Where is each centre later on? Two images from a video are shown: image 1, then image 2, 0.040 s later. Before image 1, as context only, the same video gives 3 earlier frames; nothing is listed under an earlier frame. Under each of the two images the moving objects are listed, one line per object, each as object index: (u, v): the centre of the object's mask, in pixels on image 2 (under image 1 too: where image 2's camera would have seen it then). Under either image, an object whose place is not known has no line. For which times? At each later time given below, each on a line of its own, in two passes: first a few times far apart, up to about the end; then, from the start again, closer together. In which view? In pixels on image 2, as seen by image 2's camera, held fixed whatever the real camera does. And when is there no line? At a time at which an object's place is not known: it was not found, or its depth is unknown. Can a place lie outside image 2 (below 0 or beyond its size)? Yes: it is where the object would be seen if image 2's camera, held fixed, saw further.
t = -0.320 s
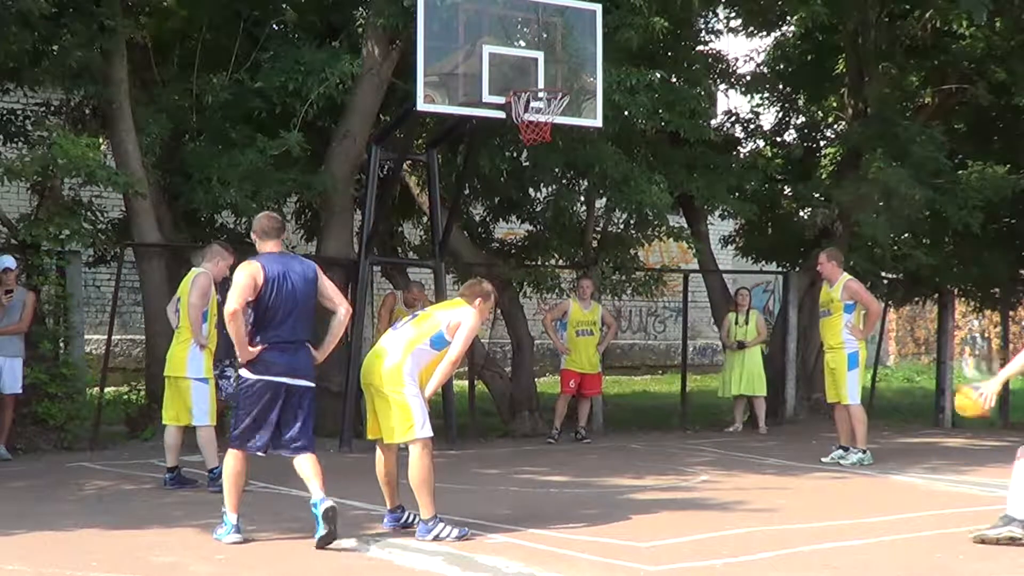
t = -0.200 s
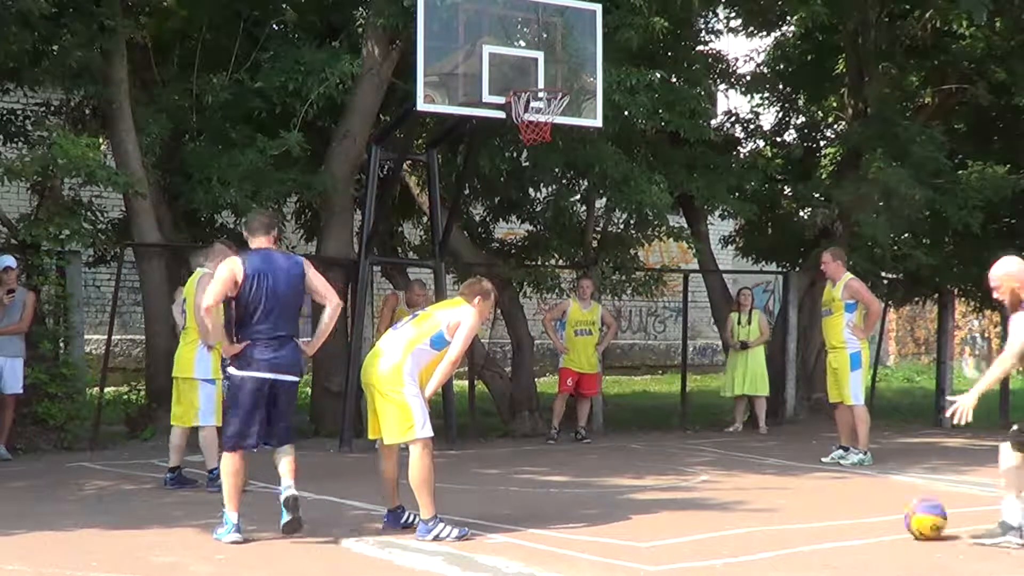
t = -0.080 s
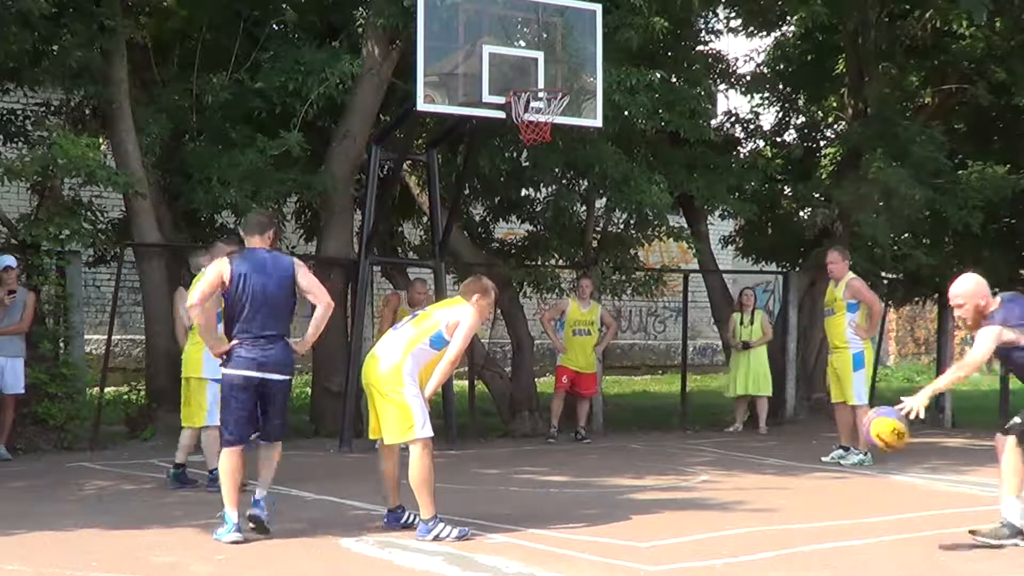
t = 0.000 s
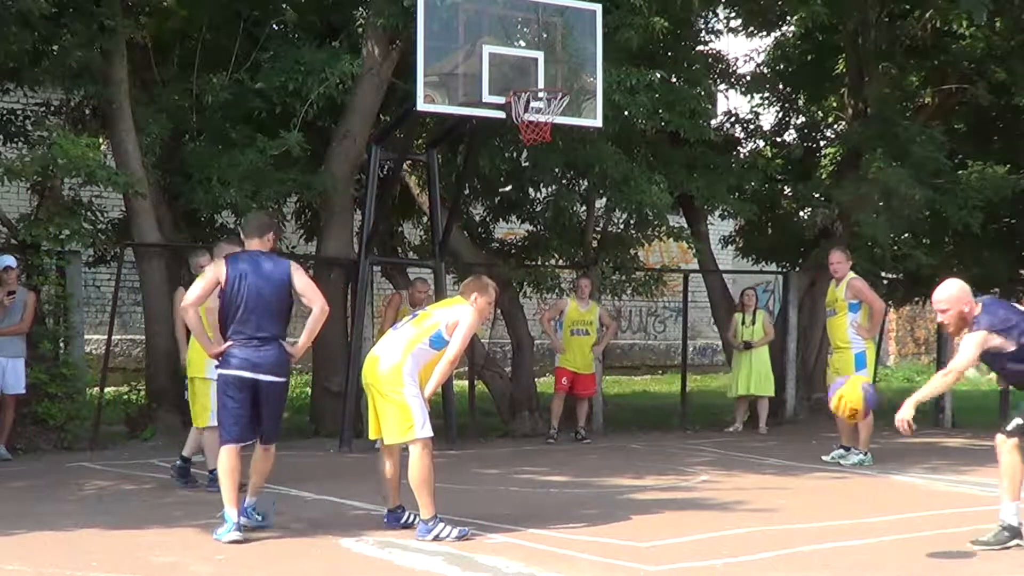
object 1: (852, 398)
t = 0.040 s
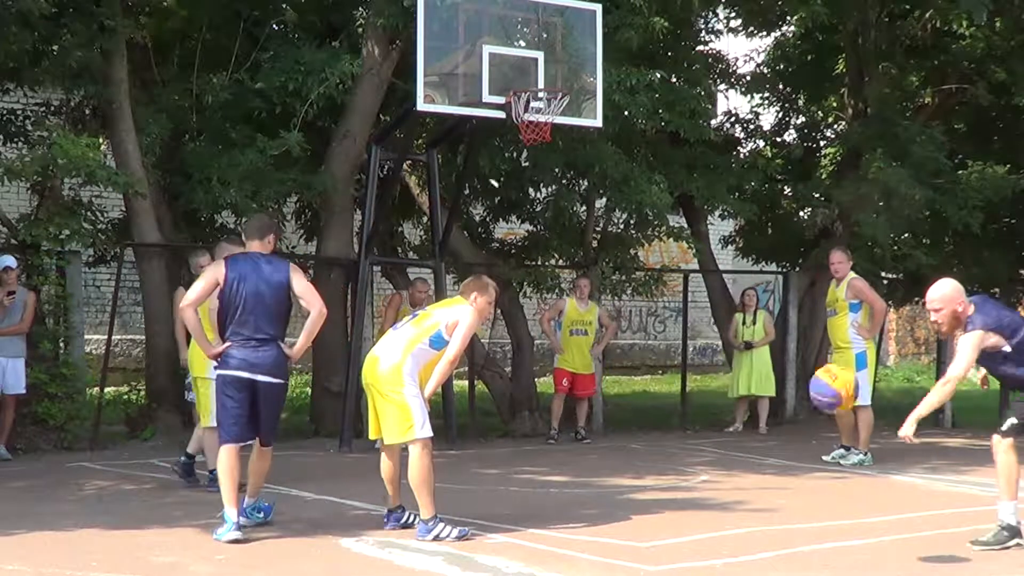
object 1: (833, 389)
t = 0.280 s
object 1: (710, 404)
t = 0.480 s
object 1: (577, 547)
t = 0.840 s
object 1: (285, 492)
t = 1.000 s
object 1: (101, 529)
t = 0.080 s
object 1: (815, 383)
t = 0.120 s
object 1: (796, 379)
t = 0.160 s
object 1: (777, 380)
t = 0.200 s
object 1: (755, 383)
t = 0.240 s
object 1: (733, 392)
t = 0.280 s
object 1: (710, 404)
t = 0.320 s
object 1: (686, 421)
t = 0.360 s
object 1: (659, 443)
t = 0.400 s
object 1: (634, 472)
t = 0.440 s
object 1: (605, 507)
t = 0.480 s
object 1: (577, 547)
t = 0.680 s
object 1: (428, 546)
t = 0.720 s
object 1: (395, 527)
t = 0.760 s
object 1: (361, 512)
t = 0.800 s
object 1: (325, 499)
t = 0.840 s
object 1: (285, 492)
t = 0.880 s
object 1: (243, 492)
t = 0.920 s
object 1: (199, 497)
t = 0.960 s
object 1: (152, 509)
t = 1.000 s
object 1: (101, 529)
